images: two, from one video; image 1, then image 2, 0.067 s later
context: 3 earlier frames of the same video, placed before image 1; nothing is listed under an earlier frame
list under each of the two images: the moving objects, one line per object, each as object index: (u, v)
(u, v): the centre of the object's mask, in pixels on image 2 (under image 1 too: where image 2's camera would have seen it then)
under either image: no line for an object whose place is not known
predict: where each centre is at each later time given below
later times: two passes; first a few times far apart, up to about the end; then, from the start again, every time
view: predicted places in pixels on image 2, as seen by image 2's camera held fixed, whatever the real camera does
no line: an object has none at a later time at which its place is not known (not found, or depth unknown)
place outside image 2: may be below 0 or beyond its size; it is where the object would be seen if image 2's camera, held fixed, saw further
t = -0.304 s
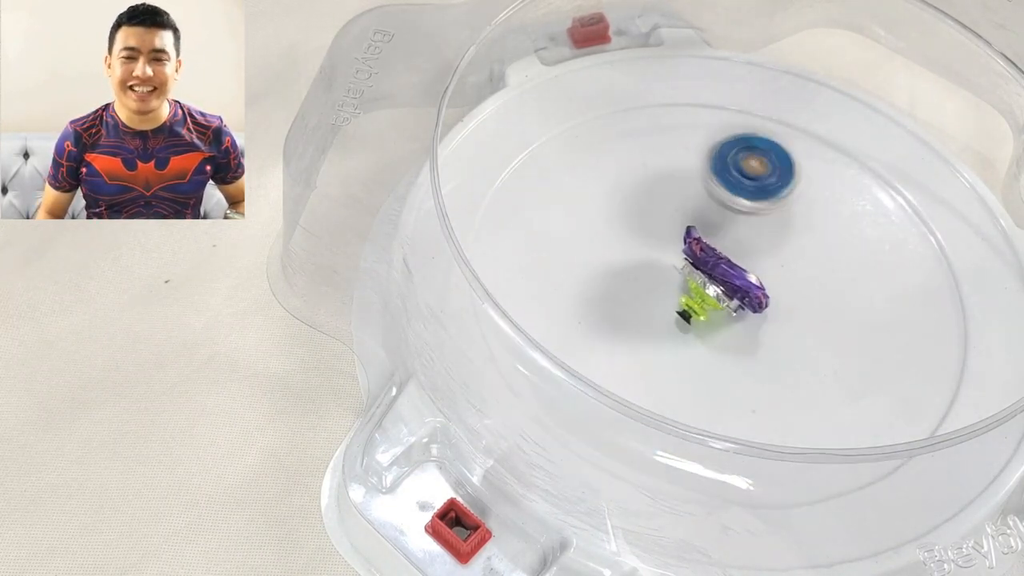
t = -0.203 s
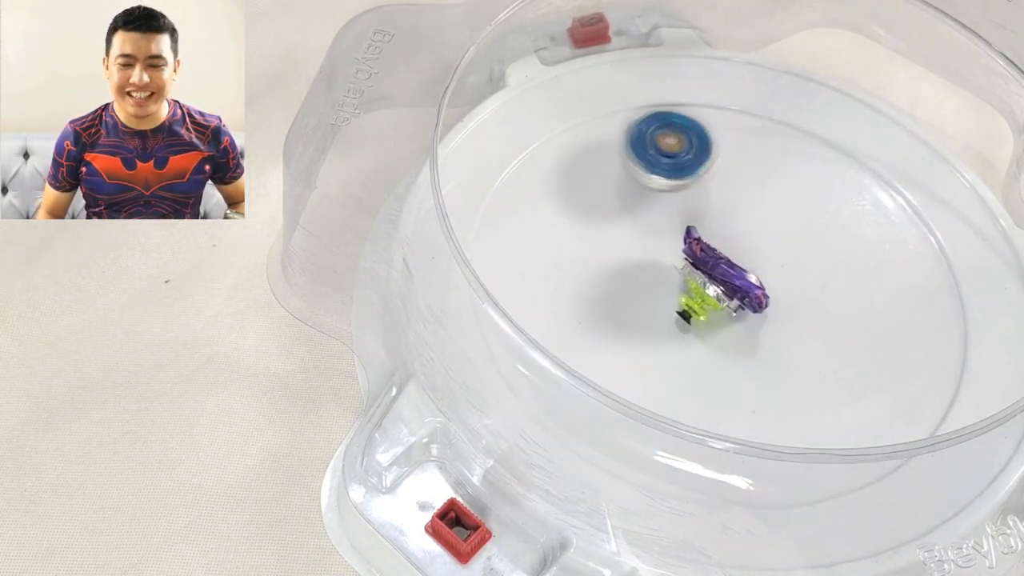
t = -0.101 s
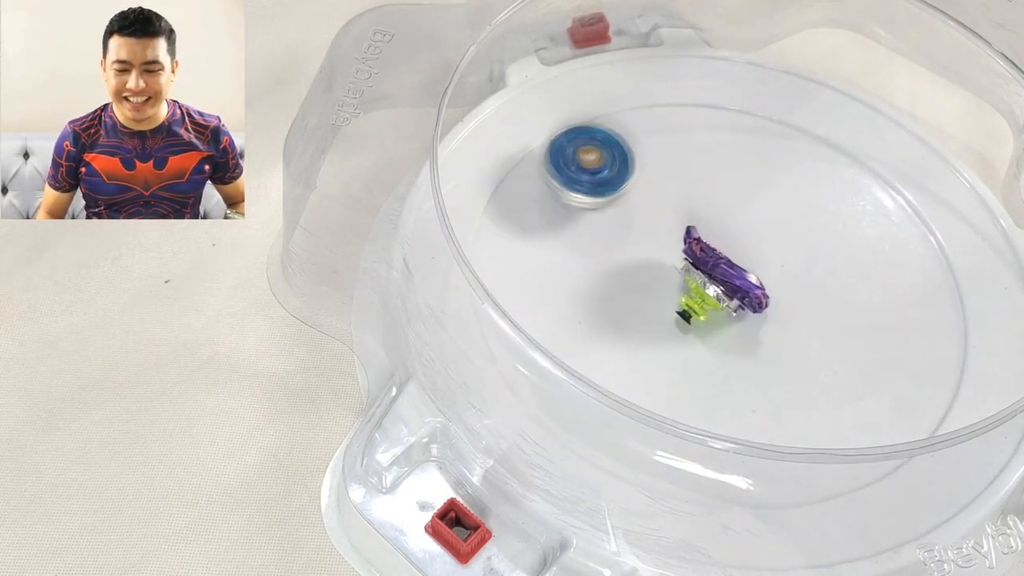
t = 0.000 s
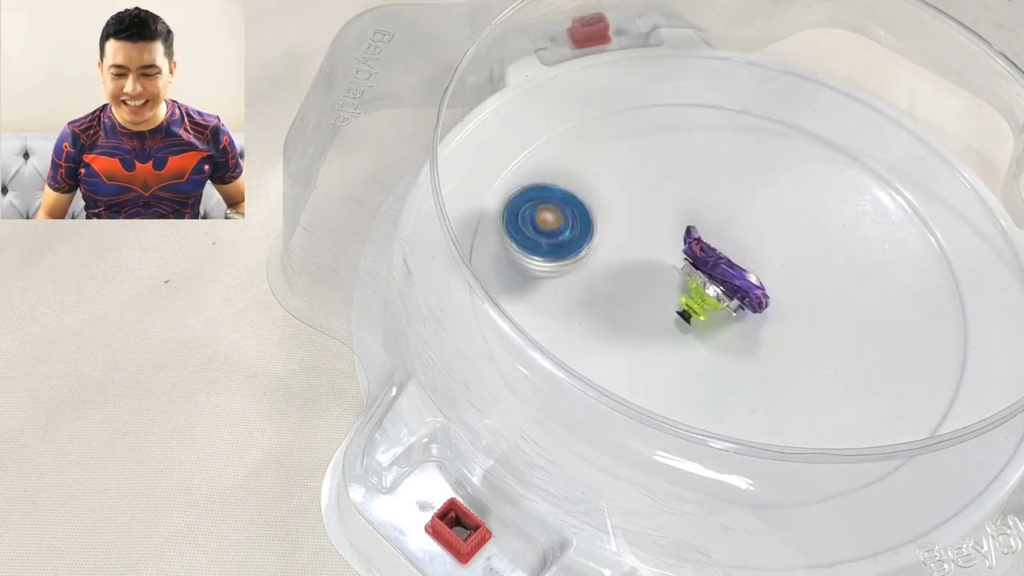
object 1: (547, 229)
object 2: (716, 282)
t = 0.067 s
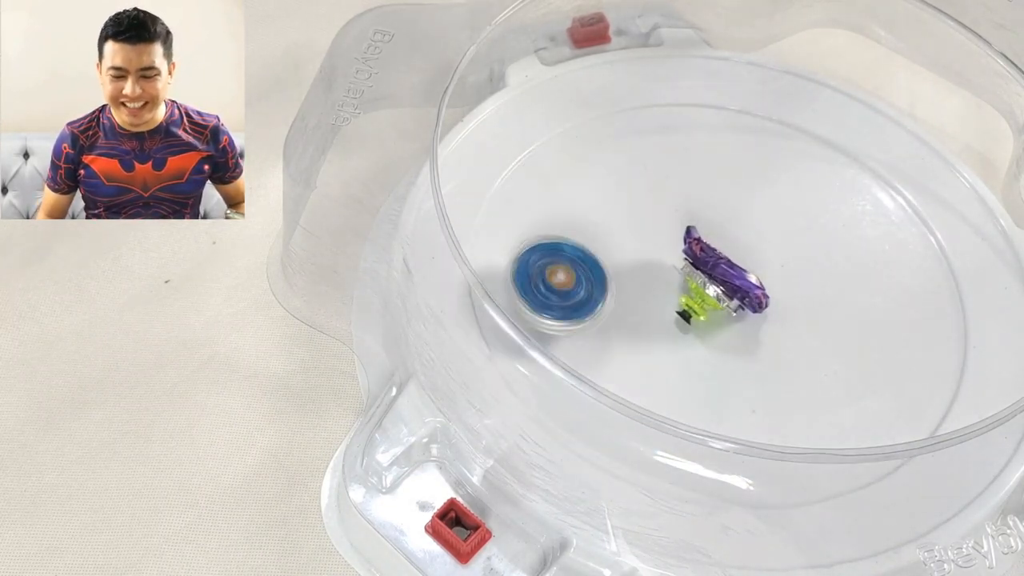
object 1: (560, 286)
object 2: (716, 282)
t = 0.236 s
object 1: (706, 379)
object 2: (716, 282)
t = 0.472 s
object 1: (872, 294)
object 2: (716, 282)
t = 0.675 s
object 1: (811, 167)
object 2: (716, 282)
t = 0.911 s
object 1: (628, 185)
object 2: (716, 282)
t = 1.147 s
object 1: (661, 360)
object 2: (716, 281)
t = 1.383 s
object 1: (873, 377)
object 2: (716, 282)
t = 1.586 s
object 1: (862, 241)
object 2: (716, 282)
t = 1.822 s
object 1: (670, 186)
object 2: (717, 286)
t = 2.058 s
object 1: (546, 272)
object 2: (726, 296)
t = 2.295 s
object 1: (754, 369)
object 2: (725, 290)
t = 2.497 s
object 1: (849, 267)
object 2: (730, 286)
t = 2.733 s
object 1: (738, 150)
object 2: (722, 288)
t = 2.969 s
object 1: (617, 242)
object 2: (721, 288)
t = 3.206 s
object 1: (709, 372)
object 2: (731, 279)
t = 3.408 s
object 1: (842, 323)
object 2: (728, 286)
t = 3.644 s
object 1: (760, 198)
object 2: (728, 287)
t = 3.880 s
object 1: (610, 231)
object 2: (728, 287)
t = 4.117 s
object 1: (686, 365)
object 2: (729, 285)
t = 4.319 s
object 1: (827, 333)
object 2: (728, 286)
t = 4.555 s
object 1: (784, 204)
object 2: (728, 286)
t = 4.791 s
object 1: (632, 207)
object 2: (728, 286)
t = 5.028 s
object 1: (676, 356)
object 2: (730, 282)
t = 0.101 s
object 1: (577, 313)
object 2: (716, 282)
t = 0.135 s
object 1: (604, 337)
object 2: (716, 282)
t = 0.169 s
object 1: (634, 355)
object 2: (716, 282)
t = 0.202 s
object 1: (670, 370)
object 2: (716, 282)
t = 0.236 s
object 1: (706, 379)
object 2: (716, 282)
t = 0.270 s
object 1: (740, 381)
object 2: (716, 282)
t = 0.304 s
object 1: (773, 375)
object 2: (716, 282)
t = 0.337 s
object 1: (802, 366)
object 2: (716, 282)
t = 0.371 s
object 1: (827, 352)
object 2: (716, 282)
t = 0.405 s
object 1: (847, 335)
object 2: (715, 282)
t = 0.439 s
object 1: (865, 314)
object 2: (716, 282)
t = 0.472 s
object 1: (872, 294)
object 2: (716, 282)
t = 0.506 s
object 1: (874, 271)
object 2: (716, 282)
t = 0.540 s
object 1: (873, 247)
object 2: (716, 282)
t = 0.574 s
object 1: (866, 223)
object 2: (716, 282)
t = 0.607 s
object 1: (851, 203)
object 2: (716, 282)
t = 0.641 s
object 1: (833, 183)
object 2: (716, 282)
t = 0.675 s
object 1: (811, 167)
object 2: (716, 282)
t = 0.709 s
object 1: (786, 155)
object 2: (716, 282)
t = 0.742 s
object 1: (757, 147)
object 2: (716, 282)
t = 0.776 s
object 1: (727, 144)
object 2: (716, 282)
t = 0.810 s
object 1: (699, 145)
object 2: (716, 282)
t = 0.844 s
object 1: (672, 154)
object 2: (716, 282)
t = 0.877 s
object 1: (647, 169)
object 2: (716, 282)
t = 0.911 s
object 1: (628, 185)
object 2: (716, 282)
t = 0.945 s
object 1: (613, 208)
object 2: (716, 282)
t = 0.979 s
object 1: (604, 233)
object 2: (716, 282)
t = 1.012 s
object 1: (605, 259)
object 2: (716, 282)
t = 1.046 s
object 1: (609, 287)
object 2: (716, 282)
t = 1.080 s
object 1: (621, 312)
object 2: (716, 282)
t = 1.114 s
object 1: (639, 337)
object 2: (717, 281)
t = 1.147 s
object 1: (661, 360)
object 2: (716, 281)
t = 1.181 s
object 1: (688, 378)
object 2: (716, 282)
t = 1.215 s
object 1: (720, 391)
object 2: (716, 282)
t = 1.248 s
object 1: (754, 399)
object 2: (716, 282)
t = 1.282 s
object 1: (788, 402)
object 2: (716, 282)
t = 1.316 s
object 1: (820, 400)
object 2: (716, 282)
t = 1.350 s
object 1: (849, 391)
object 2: (716, 282)
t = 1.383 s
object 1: (873, 377)
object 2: (716, 282)
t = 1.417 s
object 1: (891, 357)
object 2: (716, 282)
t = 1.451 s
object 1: (900, 336)
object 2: (716, 282)
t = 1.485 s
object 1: (900, 311)
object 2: (716, 282)
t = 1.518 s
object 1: (894, 287)
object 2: (716, 282)
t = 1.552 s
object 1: (882, 262)
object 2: (716, 282)
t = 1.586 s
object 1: (862, 241)
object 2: (716, 282)
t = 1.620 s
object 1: (838, 223)
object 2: (716, 282)
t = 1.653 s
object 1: (812, 208)
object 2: (716, 282)
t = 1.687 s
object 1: (783, 196)
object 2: (716, 282)
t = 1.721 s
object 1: (754, 189)
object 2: (716, 282)
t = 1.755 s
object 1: (725, 186)
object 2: (716, 282)
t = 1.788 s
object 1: (695, 185)
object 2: (716, 282)
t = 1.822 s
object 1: (670, 186)
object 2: (717, 286)
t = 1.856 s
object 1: (643, 183)
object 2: (719, 294)
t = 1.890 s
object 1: (617, 186)
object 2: (721, 294)
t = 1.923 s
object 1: (592, 196)
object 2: (724, 295)
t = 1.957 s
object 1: (570, 208)
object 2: (726, 296)
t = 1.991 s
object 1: (555, 225)
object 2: (727, 296)
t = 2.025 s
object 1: (546, 247)
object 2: (727, 295)
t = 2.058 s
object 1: (546, 272)
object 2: (726, 296)
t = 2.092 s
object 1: (555, 298)
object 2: (726, 296)
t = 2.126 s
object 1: (573, 322)
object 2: (726, 296)
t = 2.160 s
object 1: (627, 361)
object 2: (726, 296)
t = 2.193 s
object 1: (660, 370)
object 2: (726, 296)
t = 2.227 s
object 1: (693, 378)
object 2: (726, 295)
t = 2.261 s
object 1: (724, 378)
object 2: (726, 292)
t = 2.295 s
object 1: (754, 369)
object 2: (725, 290)
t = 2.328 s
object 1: (779, 359)
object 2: (725, 293)
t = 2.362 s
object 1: (801, 344)
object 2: (726, 292)
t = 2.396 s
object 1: (819, 330)
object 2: (723, 287)
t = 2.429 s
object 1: (835, 312)
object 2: (725, 287)
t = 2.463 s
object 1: (844, 290)
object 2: (728, 286)
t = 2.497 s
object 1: (849, 267)
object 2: (730, 286)
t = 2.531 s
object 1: (847, 245)
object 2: (731, 286)
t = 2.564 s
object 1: (840, 223)
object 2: (729, 285)
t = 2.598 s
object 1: (827, 202)
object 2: (727, 286)
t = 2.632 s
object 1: (809, 183)
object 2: (724, 286)
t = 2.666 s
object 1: (788, 168)
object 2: (722, 288)
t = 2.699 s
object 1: (763, 157)
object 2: (722, 288)
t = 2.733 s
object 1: (738, 150)
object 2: (722, 288)
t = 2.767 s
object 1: (711, 149)
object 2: (722, 288)
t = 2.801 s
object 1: (686, 153)
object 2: (721, 288)
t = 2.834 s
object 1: (664, 163)
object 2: (721, 288)
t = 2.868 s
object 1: (643, 180)
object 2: (721, 289)
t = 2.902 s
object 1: (629, 197)
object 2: (721, 288)
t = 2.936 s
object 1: (619, 218)
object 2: (721, 288)
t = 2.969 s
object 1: (617, 242)
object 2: (721, 288)
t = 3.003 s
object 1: (614, 262)
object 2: (725, 291)
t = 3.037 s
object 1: (616, 282)
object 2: (726, 291)
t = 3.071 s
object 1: (624, 305)
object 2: (725, 289)
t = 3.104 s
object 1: (639, 327)
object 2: (727, 286)
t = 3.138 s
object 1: (658, 347)
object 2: (728, 282)
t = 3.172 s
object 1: (681, 362)
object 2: (730, 280)
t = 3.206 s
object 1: (709, 372)
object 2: (731, 279)
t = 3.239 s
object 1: (739, 377)
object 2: (731, 278)
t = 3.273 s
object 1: (768, 375)
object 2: (730, 279)
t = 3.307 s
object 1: (793, 369)
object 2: (729, 281)
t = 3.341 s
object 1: (815, 357)
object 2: (727, 284)
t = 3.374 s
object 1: (831, 341)
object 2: (728, 286)
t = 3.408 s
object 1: (842, 323)
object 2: (728, 286)
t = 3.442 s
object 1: (845, 302)
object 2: (729, 286)
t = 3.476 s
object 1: (842, 281)
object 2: (728, 286)
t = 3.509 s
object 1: (833, 261)
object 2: (728, 286)
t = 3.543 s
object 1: (820, 241)
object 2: (728, 286)
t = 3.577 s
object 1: (804, 223)
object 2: (728, 286)
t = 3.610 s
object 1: (784, 208)
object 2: (728, 287)
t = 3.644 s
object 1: (760, 198)
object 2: (728, 287)
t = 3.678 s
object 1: (735, 192)
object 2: (728, 286)
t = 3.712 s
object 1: (709, 189)
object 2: (728, 287)
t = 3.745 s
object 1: (685, 190)
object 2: (728, 287)
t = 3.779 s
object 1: (662, 194)
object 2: (728, 287)
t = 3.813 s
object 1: (640, 203)
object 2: (728, 287)
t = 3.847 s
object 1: (623, 216)
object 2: (728, 287)
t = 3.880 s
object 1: (610, 231)
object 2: (728, 287)
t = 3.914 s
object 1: (603, 250)
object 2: (728, 287)
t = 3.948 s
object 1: (603, 271)
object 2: (728, 287)
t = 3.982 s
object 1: (608, 294)
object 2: (728, 287)
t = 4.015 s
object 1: (620, 316)
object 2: (728, 287)
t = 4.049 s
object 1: (638, 337)
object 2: (728, 286)
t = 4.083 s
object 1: (661, 353)
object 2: (729, 285)
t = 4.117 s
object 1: (686, 365)
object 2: (729, 285)
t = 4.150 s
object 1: (714, 372)
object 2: (729, 285)
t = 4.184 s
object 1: (742, 373)
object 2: (728, 287)
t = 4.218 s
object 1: (768, 369)
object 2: (727, 286)
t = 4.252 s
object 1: (791, 361)
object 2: (727, 285)
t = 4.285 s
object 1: (811, 349)
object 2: (727, 286)
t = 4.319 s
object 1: (827, 333)
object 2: (728, 286)
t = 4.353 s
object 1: (837, 315)
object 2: (728, 286)
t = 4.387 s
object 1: (840, 295)
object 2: (728, 287)
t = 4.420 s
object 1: (837, 274)
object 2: (728, 287)
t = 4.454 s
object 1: (829, 254)
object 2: (728, 286)
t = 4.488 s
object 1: (818, 235)
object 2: (728, 286)
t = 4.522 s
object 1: (802, 218)
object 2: (728, 286)
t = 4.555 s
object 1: (784, 204)
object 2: (728, 286)
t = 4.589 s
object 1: (761, 193)
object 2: (728, 287)
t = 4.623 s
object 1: (738, 186)
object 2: (728, 287)
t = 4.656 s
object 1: (715, 182)
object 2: (728, 287)
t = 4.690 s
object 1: (691, 182)
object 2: (728, 287)
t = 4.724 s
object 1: (669, 187)
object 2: (728, 287)
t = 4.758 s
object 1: (649, 195)
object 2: (728, 287)
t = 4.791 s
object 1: (632, 207)
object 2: (728, 286)
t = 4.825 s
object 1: (611, 241)
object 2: (728, 286)
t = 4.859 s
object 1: (610, 261)
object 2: (728, 286)
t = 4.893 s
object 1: (614, 282)
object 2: (728, 287)
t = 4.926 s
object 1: (623, 303)
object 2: (728, 287)
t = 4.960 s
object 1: (638, 323)
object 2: (729, 286)
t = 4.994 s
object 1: (657, 341)
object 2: (731, 284)
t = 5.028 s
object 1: (676, 356)
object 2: (730, 282)
